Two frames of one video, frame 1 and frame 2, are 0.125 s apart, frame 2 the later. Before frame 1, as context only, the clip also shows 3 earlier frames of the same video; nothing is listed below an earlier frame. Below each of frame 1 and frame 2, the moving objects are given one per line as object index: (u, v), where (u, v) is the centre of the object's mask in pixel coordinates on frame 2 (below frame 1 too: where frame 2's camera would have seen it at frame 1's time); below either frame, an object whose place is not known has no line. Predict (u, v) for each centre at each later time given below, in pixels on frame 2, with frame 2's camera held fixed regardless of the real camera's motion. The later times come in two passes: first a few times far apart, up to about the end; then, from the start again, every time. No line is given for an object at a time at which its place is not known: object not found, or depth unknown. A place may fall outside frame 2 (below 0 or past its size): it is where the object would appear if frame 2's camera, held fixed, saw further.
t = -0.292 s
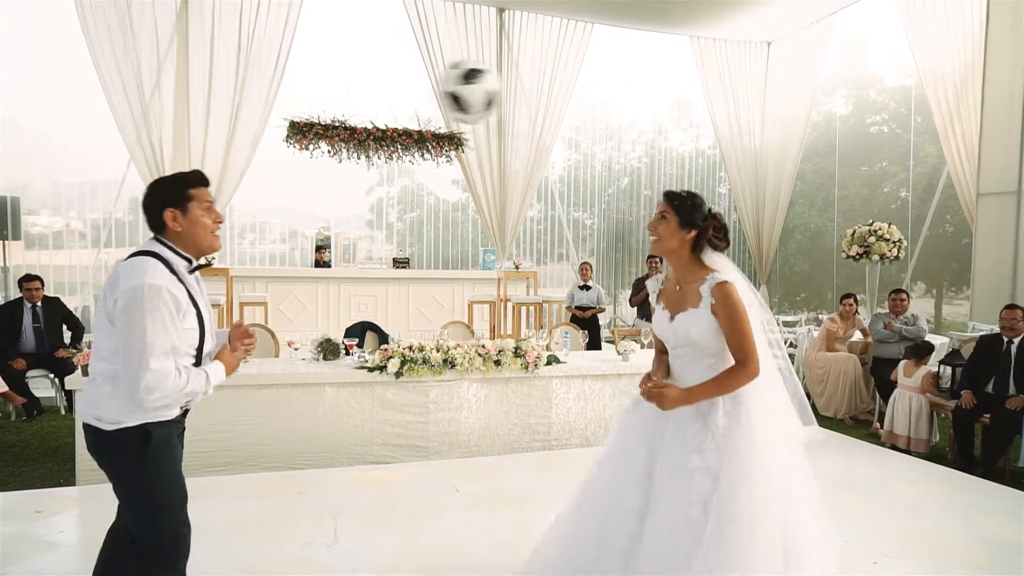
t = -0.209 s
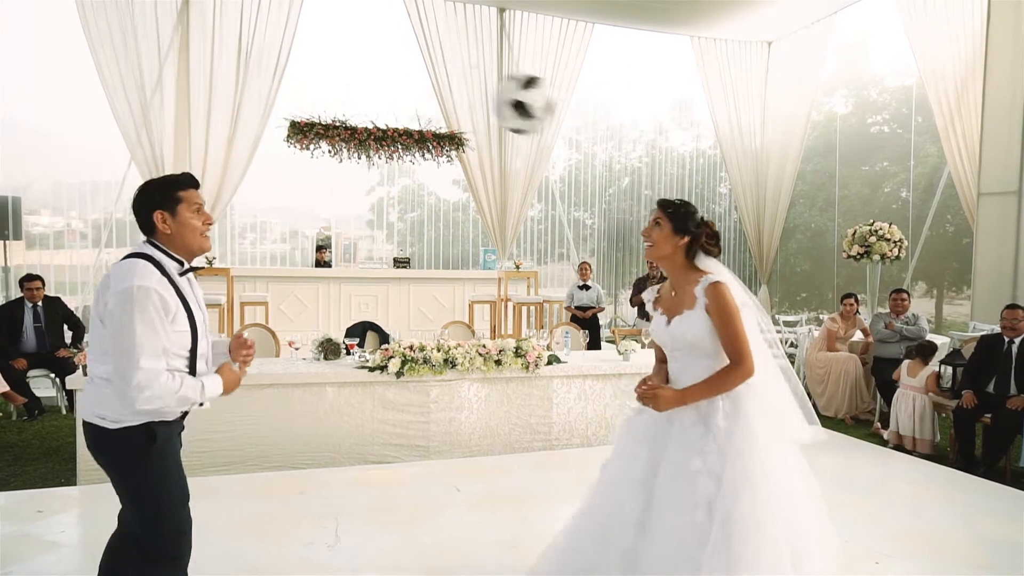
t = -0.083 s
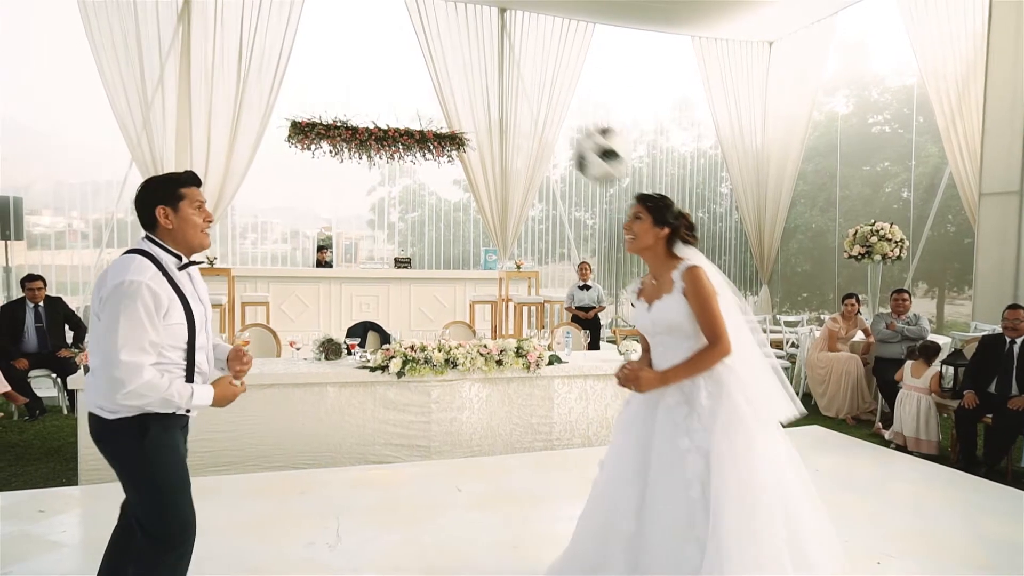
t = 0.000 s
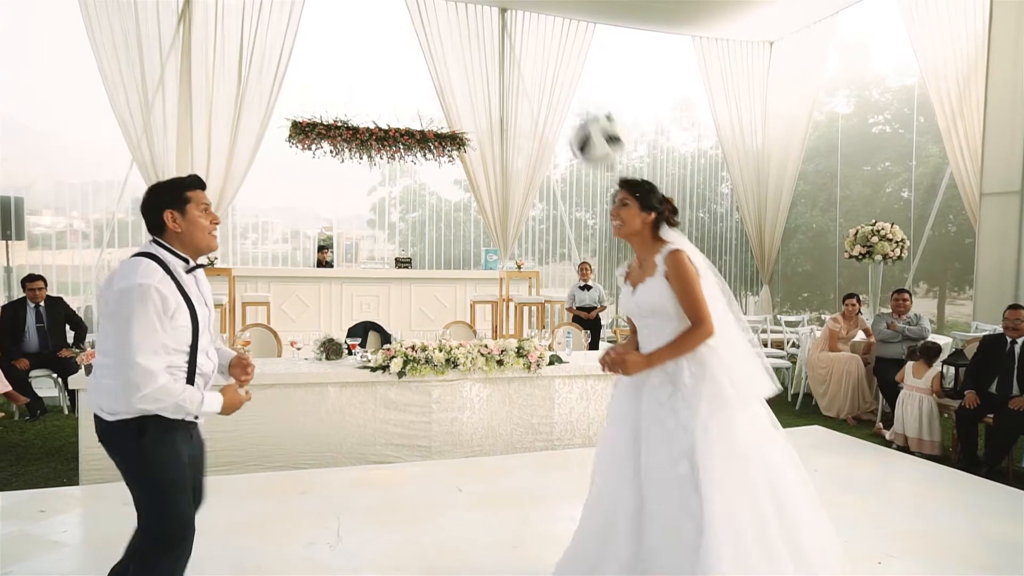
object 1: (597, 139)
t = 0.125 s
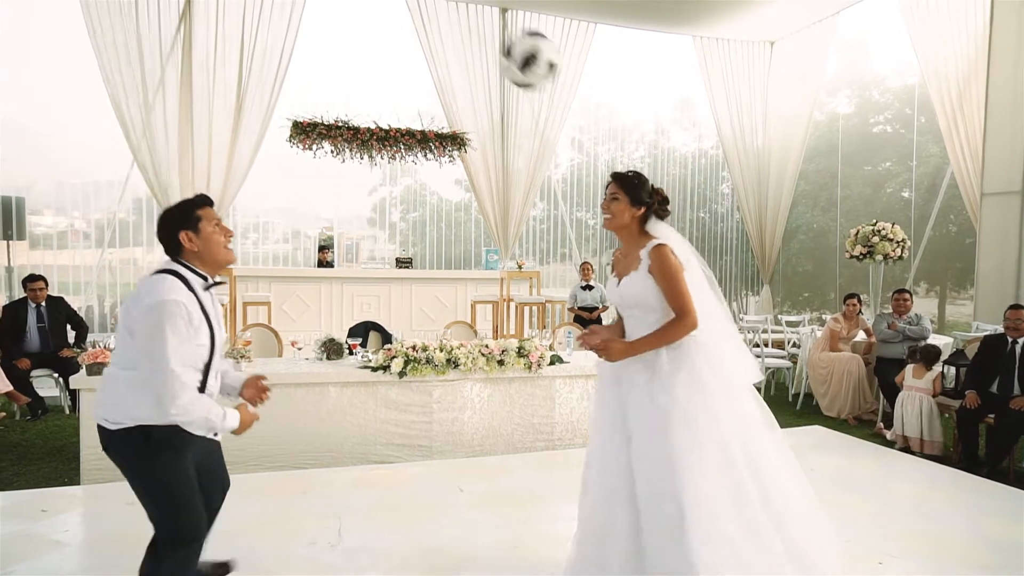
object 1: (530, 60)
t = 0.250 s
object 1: (458, 23)
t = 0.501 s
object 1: (307, 68)
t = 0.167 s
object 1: (507, 42)
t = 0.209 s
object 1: (482, 29)
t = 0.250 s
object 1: (458, 23)
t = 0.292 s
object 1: (434, 21)
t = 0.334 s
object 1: (411, 21)
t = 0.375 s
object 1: (383, 24)
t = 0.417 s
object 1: (359, 32)
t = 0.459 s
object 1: (333, 48)
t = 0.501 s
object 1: (307, 68)
